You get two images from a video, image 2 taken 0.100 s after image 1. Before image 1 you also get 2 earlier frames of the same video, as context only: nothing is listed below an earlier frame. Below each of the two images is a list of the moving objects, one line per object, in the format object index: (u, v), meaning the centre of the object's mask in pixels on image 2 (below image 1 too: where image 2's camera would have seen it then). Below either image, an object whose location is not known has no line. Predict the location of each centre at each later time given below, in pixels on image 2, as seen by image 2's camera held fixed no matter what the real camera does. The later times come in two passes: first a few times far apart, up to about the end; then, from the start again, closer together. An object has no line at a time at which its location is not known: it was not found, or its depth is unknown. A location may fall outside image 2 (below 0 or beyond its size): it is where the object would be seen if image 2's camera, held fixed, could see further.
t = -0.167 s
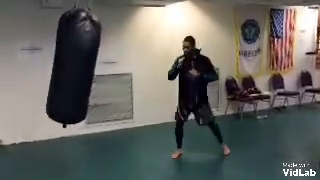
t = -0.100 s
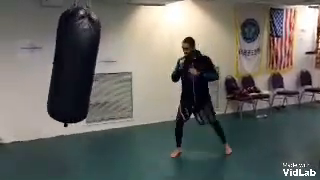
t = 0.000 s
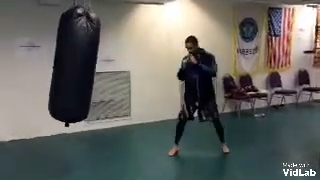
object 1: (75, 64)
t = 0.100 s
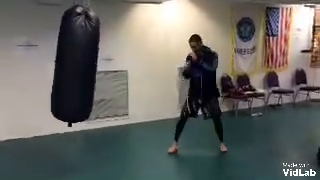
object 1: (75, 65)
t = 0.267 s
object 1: (81, 65)
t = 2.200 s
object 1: (65, 65)
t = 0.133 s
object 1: (76, 65)
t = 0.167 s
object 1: (77, 64)
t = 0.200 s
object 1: (78, 64)
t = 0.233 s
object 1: (79, 64)
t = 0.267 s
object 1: (81, 65)
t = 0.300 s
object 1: (82, 65)
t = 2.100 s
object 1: (67, 65)
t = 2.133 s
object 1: (67, 65)
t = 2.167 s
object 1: (66, 65)
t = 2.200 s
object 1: (65, 65)
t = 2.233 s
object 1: (65, 64)
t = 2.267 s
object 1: (64, 64)
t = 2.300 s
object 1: (65, 64)
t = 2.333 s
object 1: (65, 64)
